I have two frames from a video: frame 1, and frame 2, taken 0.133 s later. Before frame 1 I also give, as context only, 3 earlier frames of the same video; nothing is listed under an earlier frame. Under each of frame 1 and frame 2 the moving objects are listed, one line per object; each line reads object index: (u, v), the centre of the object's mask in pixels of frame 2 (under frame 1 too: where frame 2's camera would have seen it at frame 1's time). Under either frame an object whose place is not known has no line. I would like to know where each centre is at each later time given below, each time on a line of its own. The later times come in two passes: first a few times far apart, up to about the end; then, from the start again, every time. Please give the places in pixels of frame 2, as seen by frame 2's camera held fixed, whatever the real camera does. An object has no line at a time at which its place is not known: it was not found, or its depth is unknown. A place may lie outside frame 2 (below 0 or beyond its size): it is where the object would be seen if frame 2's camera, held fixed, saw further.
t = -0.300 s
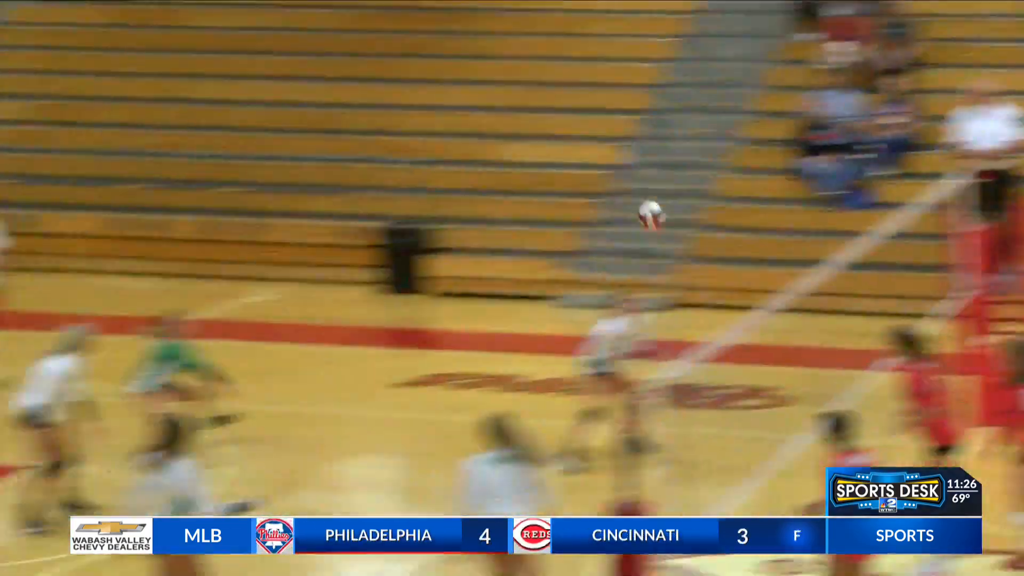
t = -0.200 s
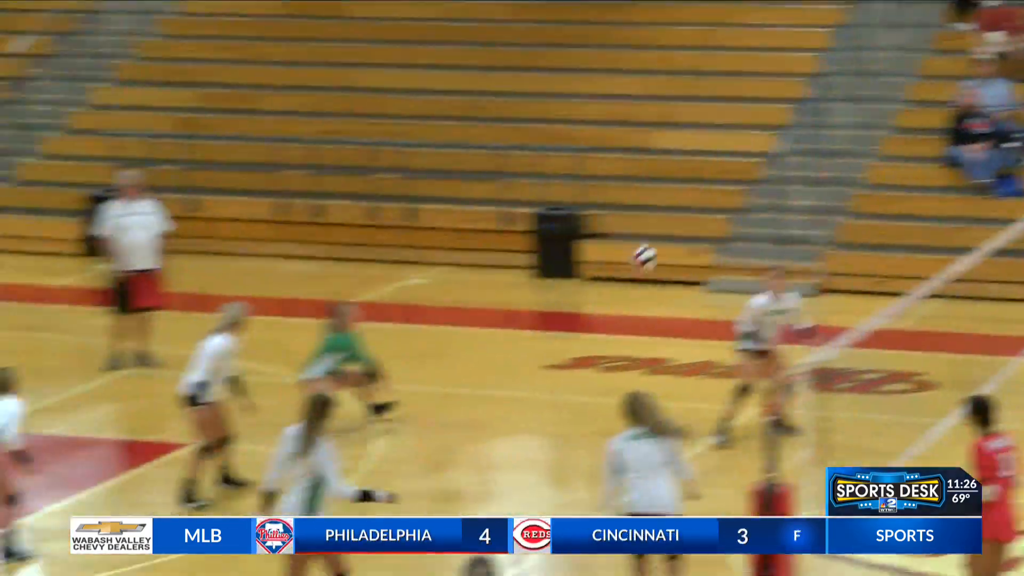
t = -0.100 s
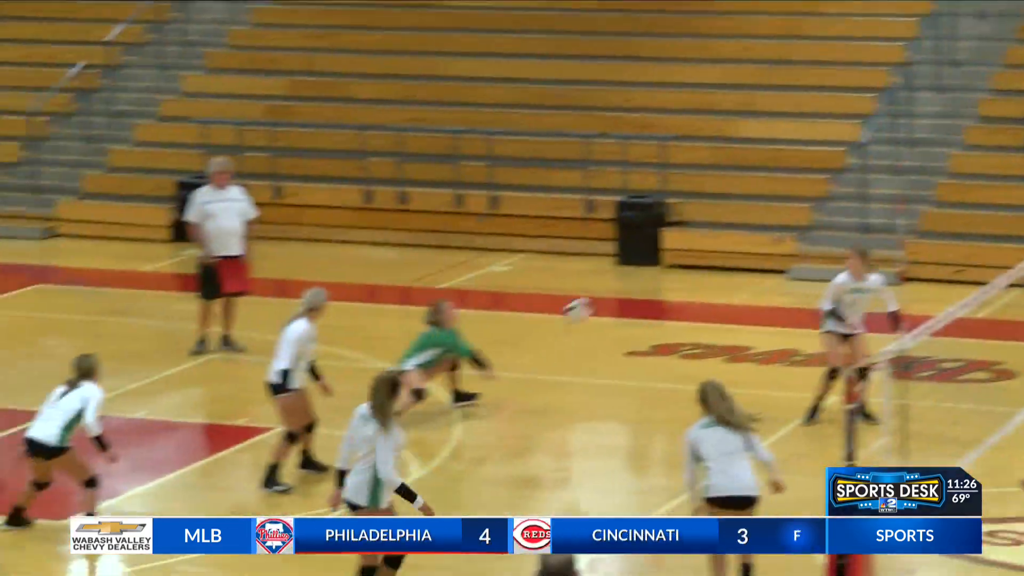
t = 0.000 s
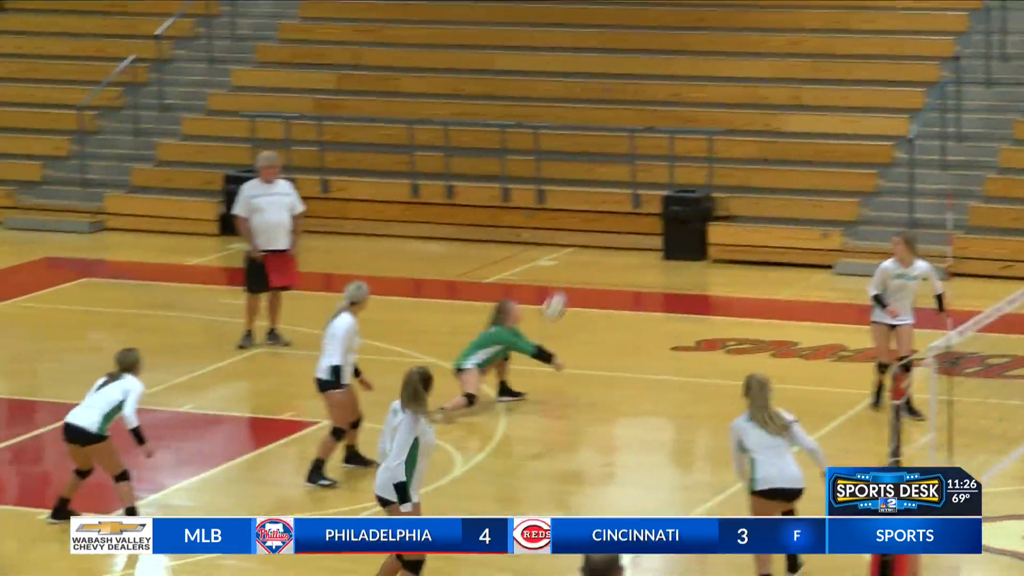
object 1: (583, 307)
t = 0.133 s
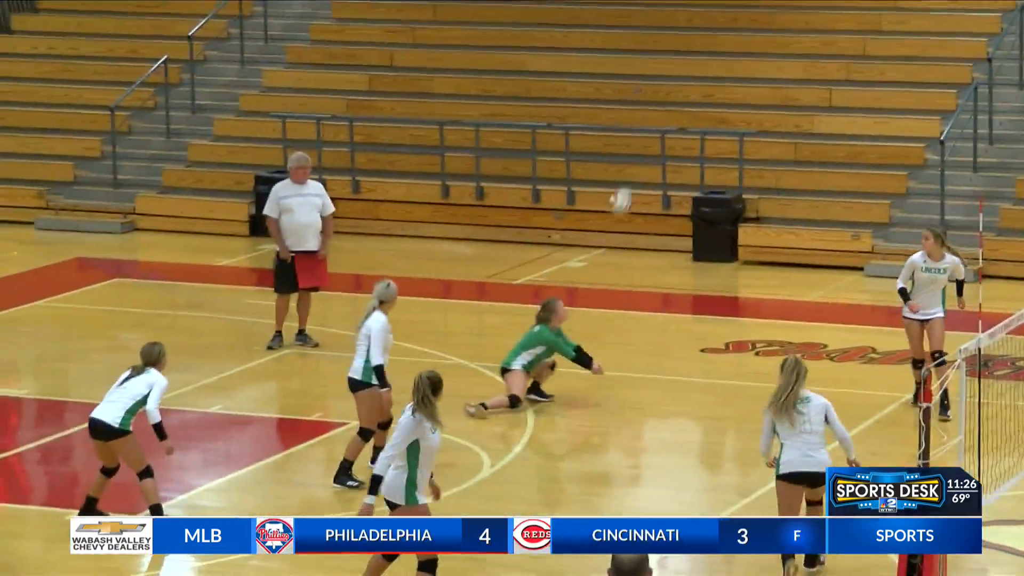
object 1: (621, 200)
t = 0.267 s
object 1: (658, 113)
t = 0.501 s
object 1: (716, 8)
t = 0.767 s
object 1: (775, -36)
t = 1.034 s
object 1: (832, 1)
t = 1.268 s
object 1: (884, 95)
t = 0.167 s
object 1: (631, 177)
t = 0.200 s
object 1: (639, 155)
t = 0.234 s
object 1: (648, 134)
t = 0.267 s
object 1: (658, 113)
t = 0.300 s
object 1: (667, 95)
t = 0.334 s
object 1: (676, 77)
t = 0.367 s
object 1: (684, 60)
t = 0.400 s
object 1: (693, 44)
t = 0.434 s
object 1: (701, 30)
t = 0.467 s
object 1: (708, 19)
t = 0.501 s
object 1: (716, 8)
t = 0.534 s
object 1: (724, -3)
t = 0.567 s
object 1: (732, -11)
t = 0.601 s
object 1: (739, -18)
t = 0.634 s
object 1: (746, -24)
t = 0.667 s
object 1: (753, -29)
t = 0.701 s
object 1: (760, -33)
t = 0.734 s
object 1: (767, -35)
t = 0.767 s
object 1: (775, -36)
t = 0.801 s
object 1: (781, -36)
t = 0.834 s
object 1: (788, -34)
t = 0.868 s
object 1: (795, -31)
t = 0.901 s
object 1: (803, -27)
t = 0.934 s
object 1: (810, -22)
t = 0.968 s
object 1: (817, -16)
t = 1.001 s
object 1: (825, -7)
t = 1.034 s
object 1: (832, 1)
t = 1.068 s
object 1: (840, 10)
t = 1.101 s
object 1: (847, 21)
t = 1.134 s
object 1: (854, 34)
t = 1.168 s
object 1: (863, 45)
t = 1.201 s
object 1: (869, 61)
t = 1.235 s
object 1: (877, 76)
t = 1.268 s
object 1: (884, 95)
